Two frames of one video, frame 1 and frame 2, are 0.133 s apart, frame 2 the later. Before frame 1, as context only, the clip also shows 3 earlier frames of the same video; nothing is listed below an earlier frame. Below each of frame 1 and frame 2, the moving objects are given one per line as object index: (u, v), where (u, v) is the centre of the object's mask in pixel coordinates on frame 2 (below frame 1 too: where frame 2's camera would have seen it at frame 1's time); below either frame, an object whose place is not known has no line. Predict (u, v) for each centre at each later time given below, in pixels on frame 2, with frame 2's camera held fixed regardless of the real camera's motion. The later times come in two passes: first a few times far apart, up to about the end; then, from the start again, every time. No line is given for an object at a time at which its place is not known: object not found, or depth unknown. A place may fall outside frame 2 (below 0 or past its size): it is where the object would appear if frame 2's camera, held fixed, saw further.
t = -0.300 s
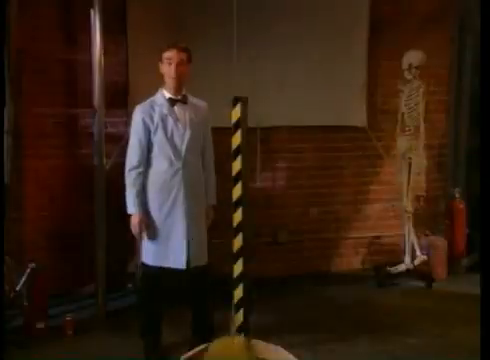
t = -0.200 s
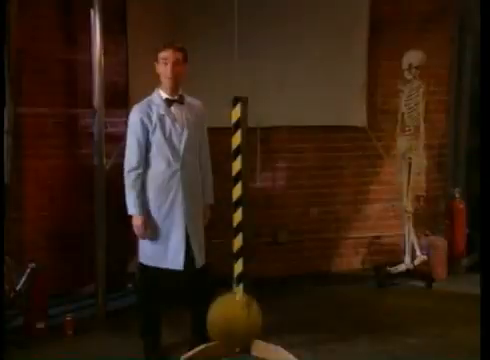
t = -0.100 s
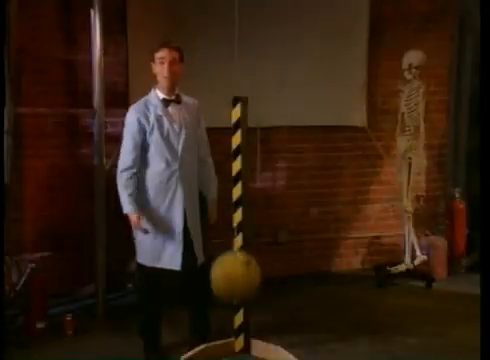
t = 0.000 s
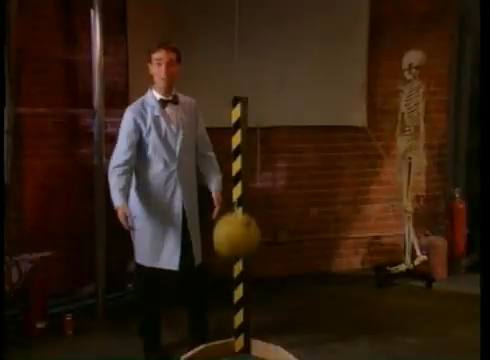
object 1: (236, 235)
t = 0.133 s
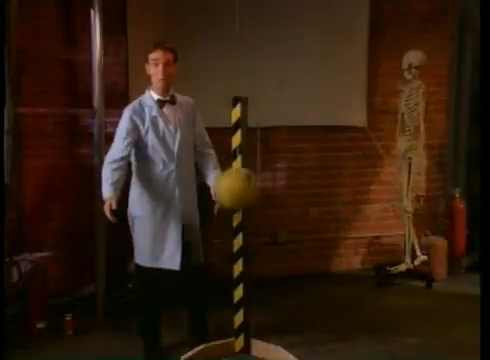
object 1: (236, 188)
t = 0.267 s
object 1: (236, 149)
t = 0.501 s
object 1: (237, 112)
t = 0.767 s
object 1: (236, 115)
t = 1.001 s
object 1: (236, 161)
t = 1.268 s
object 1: (237, 251)
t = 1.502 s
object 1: (234, 343)
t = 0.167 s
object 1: (236, 177)
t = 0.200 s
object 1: (237, 168)
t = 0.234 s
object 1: (237, 158)
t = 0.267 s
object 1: (236, 149)
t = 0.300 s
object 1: (237, 142)
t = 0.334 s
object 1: (236, 133)
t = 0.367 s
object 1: (236, 129)
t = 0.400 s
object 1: (236, 123)
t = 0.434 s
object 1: (236, 118)
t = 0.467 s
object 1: (237, 115)
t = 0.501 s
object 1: (237, 112)
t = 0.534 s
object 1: (237, 109)
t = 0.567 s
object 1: (237, 108)
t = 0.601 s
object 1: (237, 108)
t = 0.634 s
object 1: (237, 108)
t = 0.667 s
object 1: (237, 108)
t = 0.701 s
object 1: (237, 110)
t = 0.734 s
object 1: (237, 112)
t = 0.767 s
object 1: (236, 115)
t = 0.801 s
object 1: (236, 120)
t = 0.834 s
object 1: (236, 124)
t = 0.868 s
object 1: (236, 130)
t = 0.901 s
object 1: (236, 137)
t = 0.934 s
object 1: (236, 144)
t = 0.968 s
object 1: (236, 152)
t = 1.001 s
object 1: (236, 161)
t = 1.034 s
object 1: (236, 170)
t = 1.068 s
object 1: (237, 180)
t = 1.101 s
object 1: (237, 190)
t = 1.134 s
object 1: (237, 201)
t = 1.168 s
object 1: (236, 213)
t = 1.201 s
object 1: (237, 226)
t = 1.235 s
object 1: (237, 238)
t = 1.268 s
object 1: (237, 251)
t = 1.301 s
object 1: (237, 265)
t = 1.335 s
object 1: (236, 279)
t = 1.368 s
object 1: (235, 293)
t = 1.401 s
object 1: (234, 309)
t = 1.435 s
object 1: (235, 323)
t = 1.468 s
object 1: (234, 335)
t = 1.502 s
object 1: (234, 343)
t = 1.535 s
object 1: (233, 350)
